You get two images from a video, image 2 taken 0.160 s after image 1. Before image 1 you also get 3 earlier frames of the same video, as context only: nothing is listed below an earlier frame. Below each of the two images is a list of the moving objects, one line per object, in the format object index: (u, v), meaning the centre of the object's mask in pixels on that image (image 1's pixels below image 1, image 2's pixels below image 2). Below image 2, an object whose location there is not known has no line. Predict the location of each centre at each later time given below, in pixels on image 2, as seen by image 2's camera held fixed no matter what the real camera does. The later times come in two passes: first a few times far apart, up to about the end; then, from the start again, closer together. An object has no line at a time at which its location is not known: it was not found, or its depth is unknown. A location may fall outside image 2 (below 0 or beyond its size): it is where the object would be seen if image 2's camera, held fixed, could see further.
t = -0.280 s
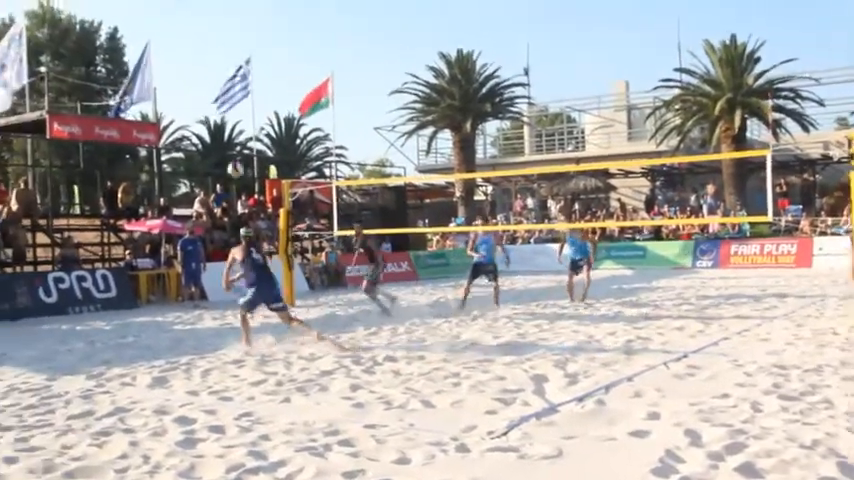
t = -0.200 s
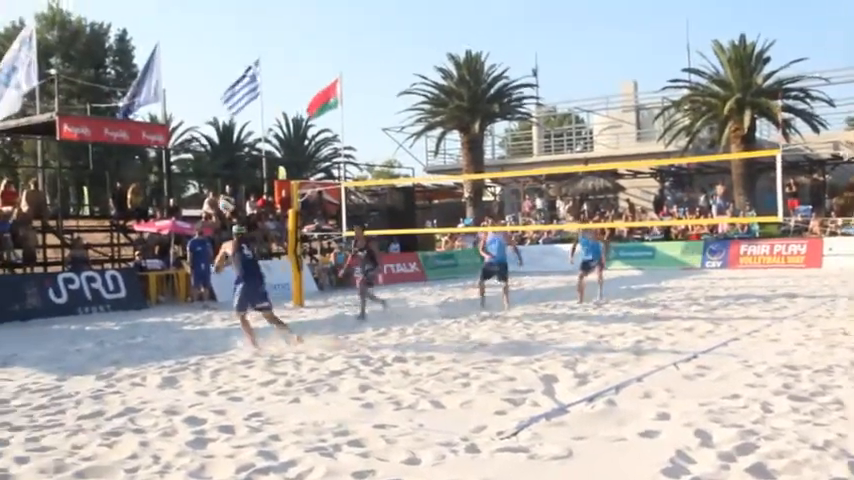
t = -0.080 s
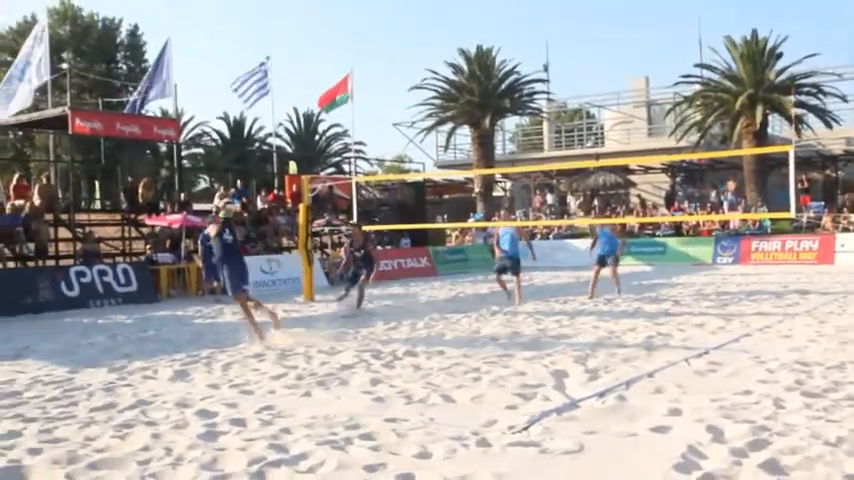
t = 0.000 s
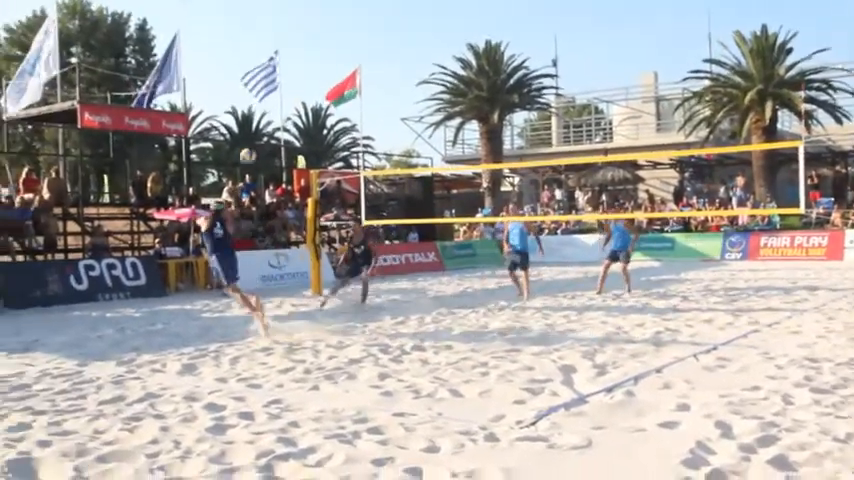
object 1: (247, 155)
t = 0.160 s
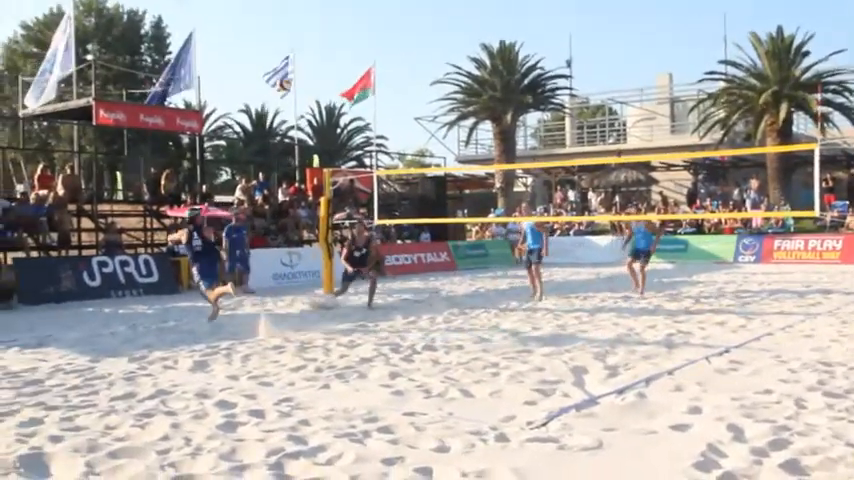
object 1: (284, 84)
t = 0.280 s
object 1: (300, 44)
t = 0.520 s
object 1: (332, 3)
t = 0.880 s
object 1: (373, 1)
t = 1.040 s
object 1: (385, 26)
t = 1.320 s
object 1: (411, 103)
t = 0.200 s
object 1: (291, 68)
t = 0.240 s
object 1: (295, 56)
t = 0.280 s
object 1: (300, 44)
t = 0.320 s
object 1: (306, 33)
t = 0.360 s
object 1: (311, 23)
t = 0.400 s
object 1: (316, 16)
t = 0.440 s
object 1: (321, 10)
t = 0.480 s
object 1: (326, 5)
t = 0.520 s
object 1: (332, 3)
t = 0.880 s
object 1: (373, 1)
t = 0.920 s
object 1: (377, 4)
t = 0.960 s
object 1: (378, 13)
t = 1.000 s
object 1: (381, 19)
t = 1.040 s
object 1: (385, 26)
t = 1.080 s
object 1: (389, 36)
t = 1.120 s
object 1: (392, 45)
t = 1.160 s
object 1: (397, 55)
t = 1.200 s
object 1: (400, 67)
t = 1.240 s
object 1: (403, 77)
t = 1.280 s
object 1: (406, 89)
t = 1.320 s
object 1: (411, 103)
